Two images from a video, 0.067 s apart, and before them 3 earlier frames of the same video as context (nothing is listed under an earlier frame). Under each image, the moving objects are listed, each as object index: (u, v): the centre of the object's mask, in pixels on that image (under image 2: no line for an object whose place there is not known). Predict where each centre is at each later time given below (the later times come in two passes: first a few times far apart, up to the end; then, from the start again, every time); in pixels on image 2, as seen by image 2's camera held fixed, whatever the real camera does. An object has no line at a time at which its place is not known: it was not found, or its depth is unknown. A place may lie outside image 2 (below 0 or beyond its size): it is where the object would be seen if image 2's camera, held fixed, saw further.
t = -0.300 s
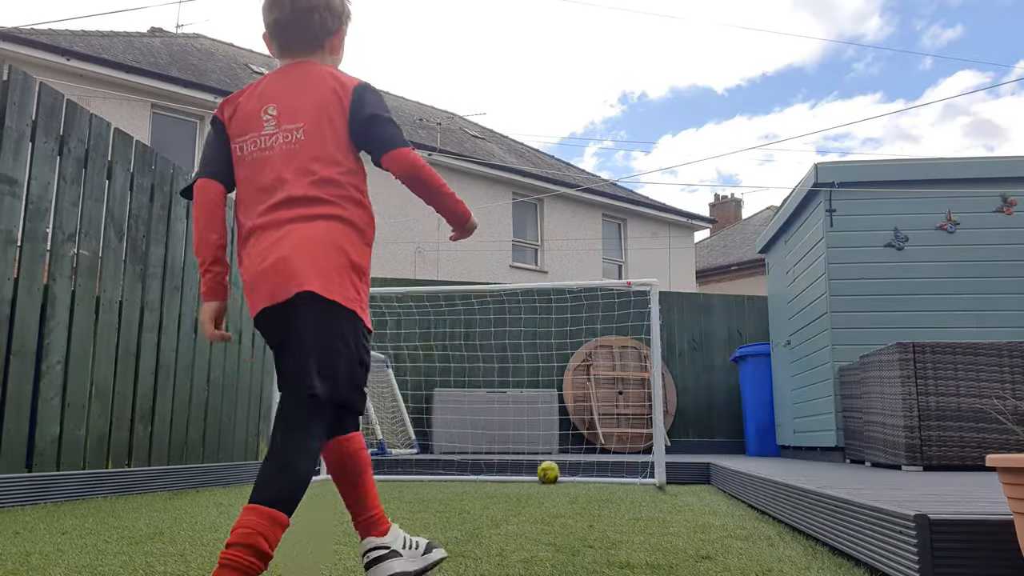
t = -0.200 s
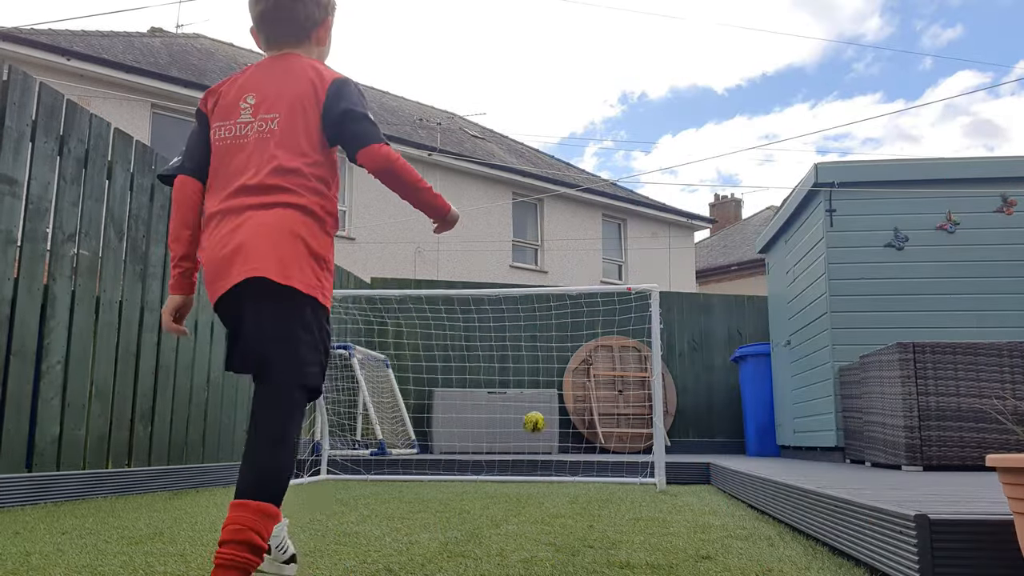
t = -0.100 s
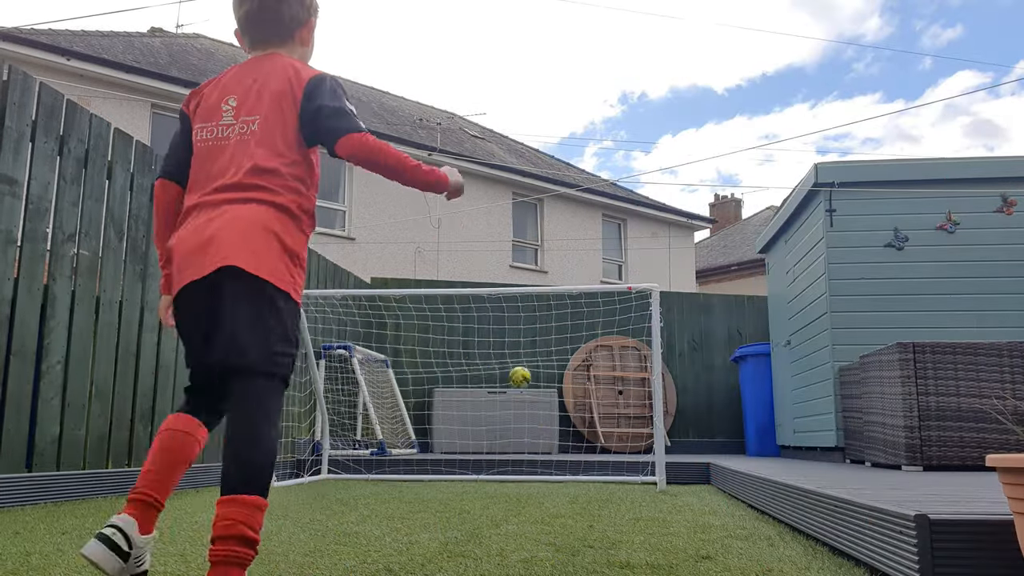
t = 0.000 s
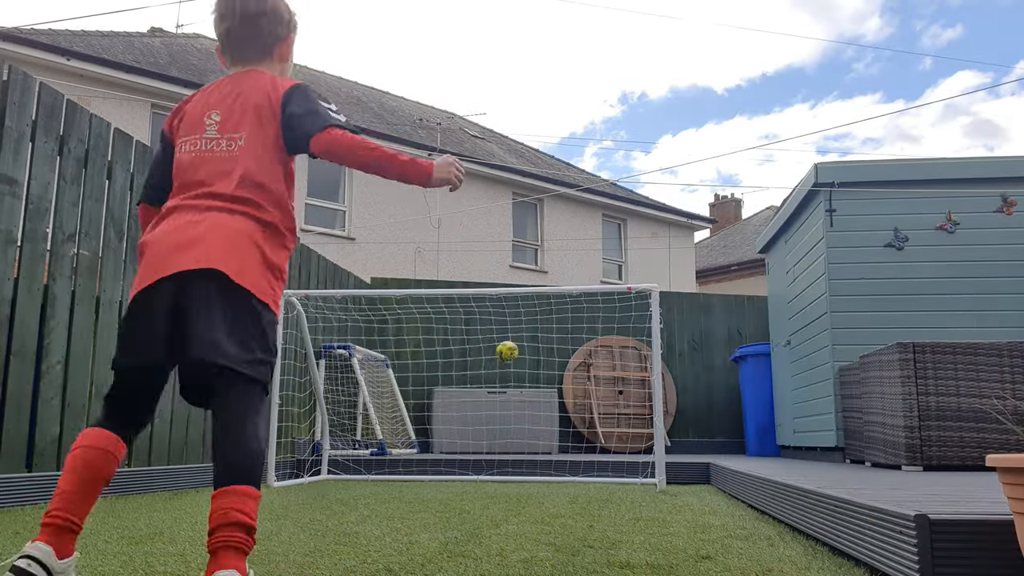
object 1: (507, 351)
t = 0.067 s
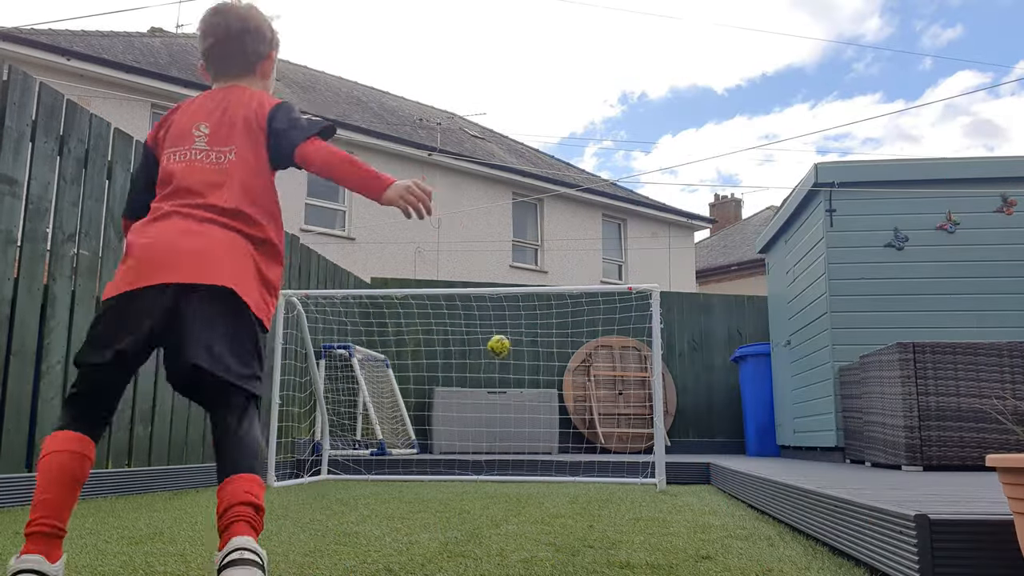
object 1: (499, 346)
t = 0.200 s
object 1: (481, 355)
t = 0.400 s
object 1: (452, 425)
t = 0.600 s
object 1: (431, 441)
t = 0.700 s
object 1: (425, 420)
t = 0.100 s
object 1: (494, 346)
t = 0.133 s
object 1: (489, 346)
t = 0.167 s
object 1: (485, 349)
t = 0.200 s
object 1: (481, 355)
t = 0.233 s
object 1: (476, 362)
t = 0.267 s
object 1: (472, 371)
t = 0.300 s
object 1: (467, 381)
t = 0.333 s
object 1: (462, 394)
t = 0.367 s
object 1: (457, 408)
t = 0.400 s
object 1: (452, 425)
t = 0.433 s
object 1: (447, 444)
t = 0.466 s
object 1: (441, 466)
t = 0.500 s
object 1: (437, 478)
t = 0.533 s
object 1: (435, 464)
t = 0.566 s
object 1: (433, 452)
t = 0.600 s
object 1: (431, 441)
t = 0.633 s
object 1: (429, 433)
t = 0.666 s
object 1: (428, 426)
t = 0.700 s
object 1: (425, 420)
